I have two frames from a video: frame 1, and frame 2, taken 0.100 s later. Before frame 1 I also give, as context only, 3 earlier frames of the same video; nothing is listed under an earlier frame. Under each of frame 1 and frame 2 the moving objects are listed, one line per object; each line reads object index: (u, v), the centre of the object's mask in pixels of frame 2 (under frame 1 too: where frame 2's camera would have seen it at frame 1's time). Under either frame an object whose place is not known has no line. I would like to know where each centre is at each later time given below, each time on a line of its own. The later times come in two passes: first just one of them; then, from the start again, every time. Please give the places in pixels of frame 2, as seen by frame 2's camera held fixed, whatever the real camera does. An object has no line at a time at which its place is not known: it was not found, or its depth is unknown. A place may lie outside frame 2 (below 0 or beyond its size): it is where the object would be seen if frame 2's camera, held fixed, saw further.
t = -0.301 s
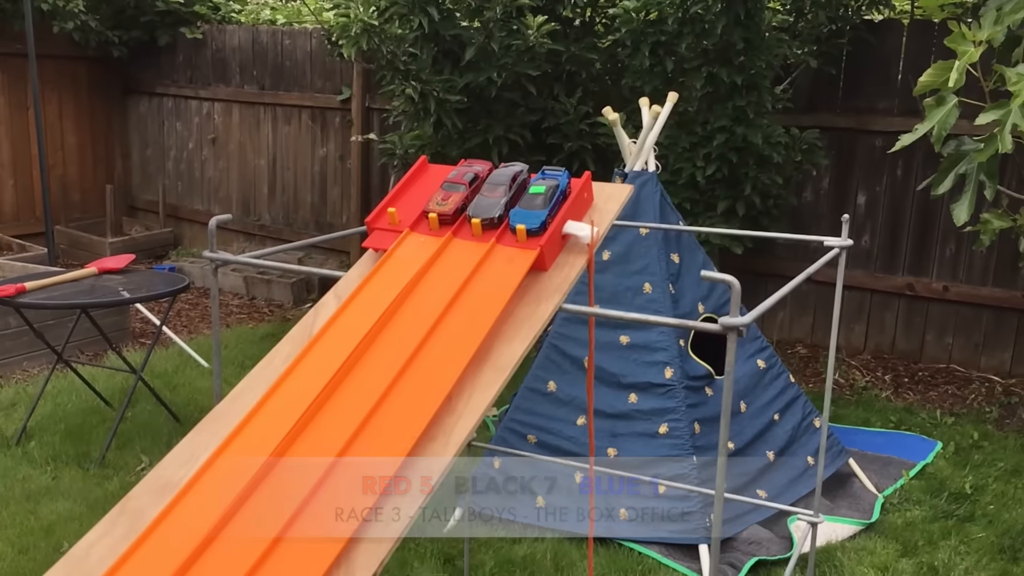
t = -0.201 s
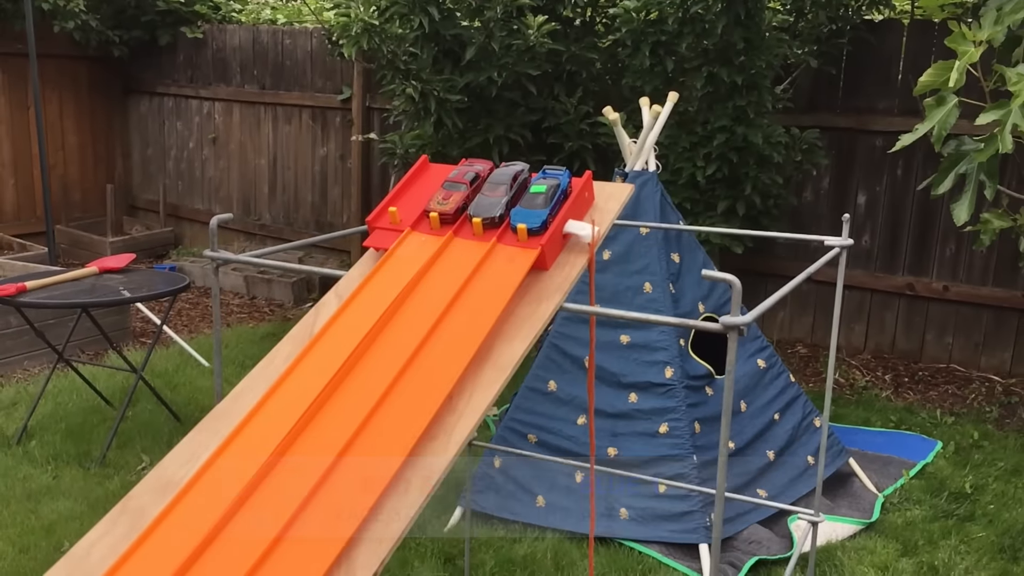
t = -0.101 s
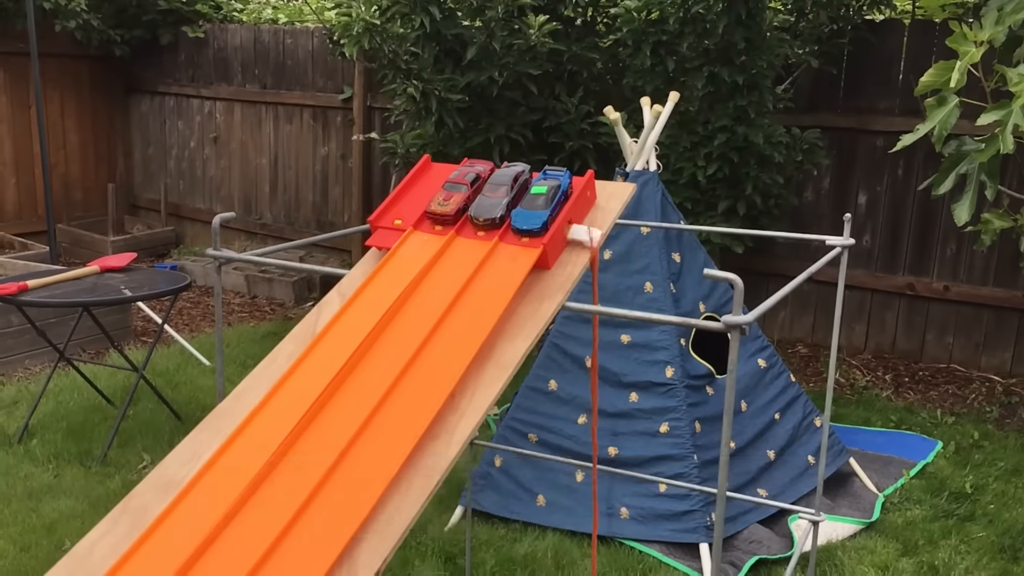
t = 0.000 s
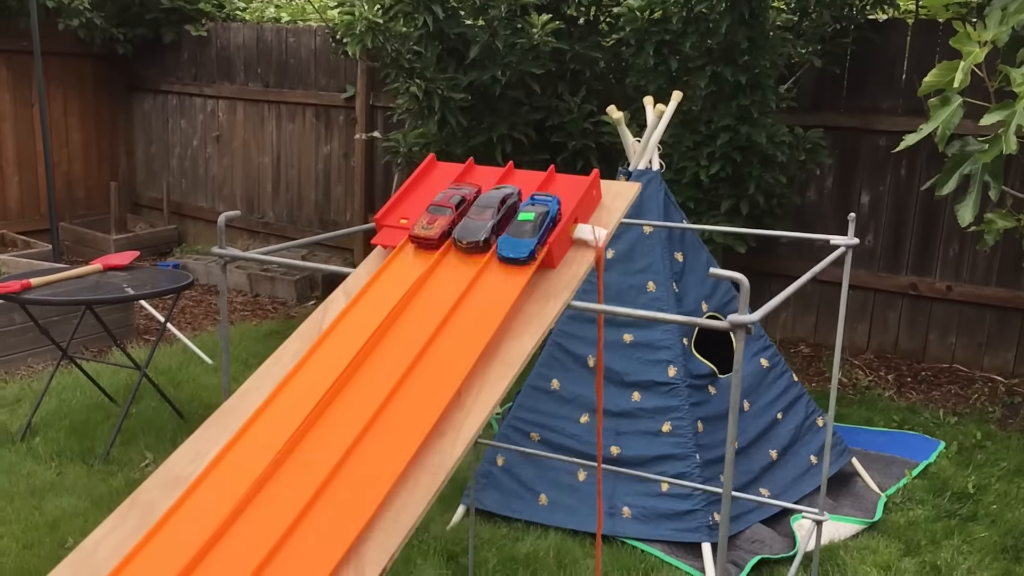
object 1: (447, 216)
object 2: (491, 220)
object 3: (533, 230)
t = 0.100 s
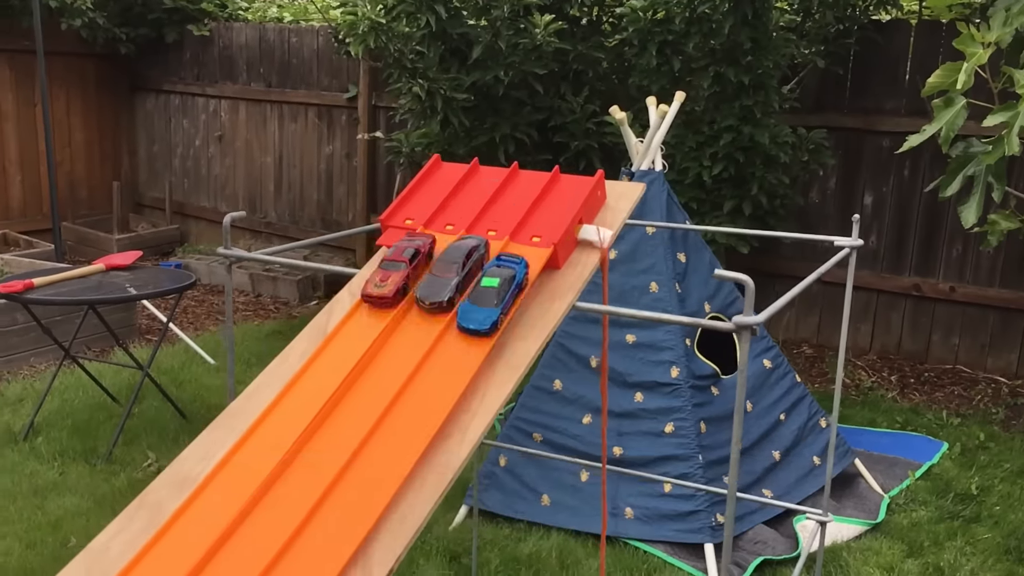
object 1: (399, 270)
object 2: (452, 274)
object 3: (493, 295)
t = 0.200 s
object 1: (332, 360)
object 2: (385, 367)
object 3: (421, 402)
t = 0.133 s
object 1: (379, 297)
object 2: (433, 302)
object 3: (473, 327)
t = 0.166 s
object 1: (357, 327)
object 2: (411, 332)
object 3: (449, 363)
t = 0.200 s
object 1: (332, 360)
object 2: (385, 367)
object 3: (421, 402)
